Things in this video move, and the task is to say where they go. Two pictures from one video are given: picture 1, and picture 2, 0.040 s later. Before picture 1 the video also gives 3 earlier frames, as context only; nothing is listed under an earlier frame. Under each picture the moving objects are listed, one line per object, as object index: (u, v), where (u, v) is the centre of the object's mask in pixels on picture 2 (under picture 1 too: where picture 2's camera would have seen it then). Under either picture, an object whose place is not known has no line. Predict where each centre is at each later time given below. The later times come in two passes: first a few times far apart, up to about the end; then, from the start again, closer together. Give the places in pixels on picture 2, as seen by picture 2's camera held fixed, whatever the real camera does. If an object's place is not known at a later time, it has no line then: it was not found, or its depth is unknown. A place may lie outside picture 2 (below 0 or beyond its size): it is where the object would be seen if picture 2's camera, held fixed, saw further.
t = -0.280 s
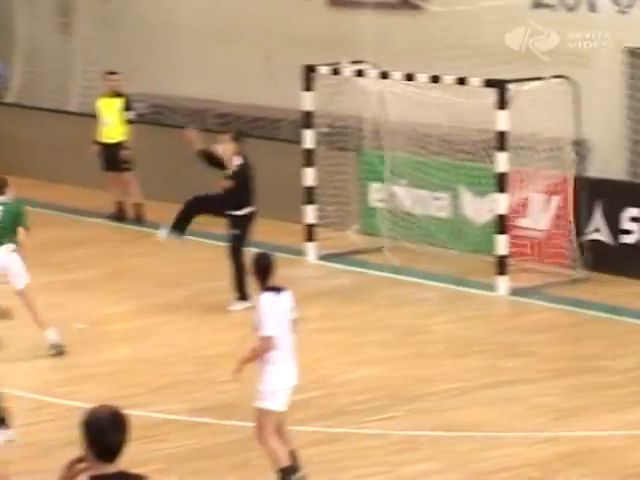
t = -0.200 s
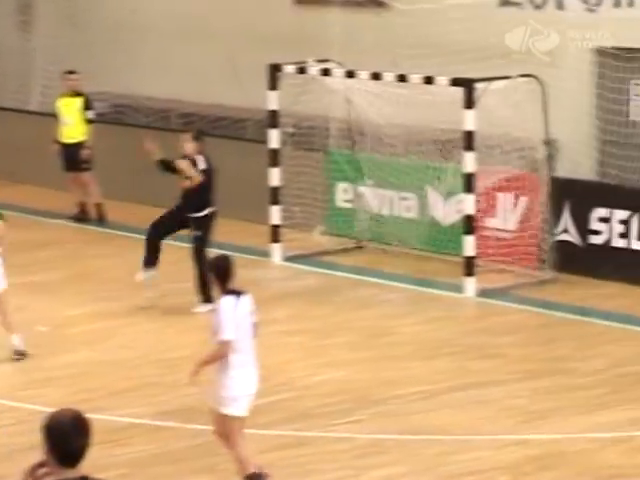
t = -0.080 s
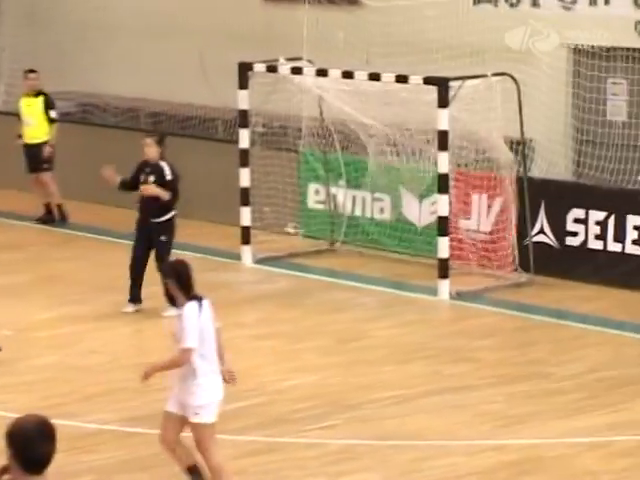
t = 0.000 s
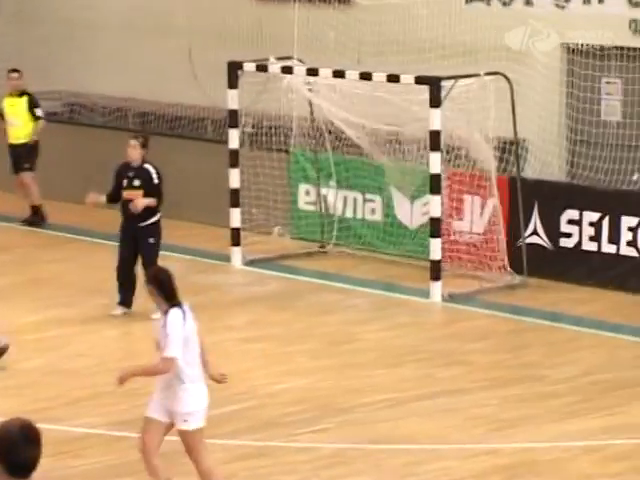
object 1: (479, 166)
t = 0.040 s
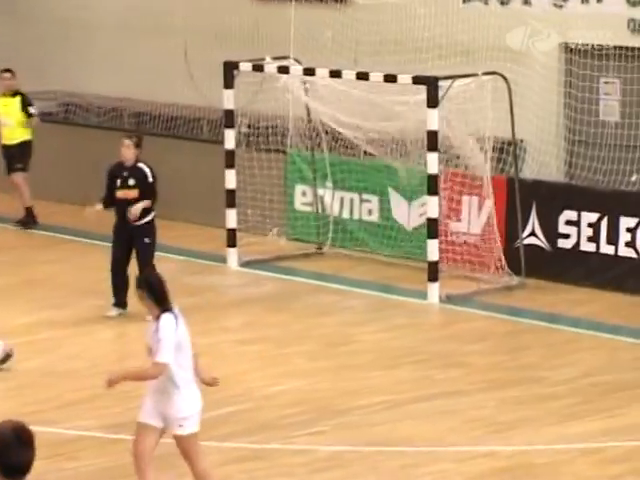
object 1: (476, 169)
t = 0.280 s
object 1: (425, 208)
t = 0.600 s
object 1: (418, 218)
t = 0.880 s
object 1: (420, 236)
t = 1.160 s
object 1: (408, 287)
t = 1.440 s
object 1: (376, 265)
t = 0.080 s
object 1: (471, 179)
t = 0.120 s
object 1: (466, 184)
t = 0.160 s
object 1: (457, 187)
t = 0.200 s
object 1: (448, 193)
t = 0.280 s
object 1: (425, 208)
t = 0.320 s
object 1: (422, 207)
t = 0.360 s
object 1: (422, 206)
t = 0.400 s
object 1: (421, 211)
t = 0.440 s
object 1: (419, 211)
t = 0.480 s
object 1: (419, 214)
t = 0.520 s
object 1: (417, 215)
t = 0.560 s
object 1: (417, 217)
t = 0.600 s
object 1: (418, 218)
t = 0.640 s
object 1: (418, 219)
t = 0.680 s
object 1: (417, 219)
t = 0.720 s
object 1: (418, 221)
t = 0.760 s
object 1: (418, 225)
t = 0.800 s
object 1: (419, 228)
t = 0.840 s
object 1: (420, 230)
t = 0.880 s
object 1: (420, 236)
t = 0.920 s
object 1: (421, 239)
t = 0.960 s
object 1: (421, 249)
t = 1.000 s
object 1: (422, 252)
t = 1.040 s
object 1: (418, 258)
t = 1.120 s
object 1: (411, 276)
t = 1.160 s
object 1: (408, 287)
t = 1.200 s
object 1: (404, 289)
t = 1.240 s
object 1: (399, 281)
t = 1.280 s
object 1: (395, 276)
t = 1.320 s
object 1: (390, 271)
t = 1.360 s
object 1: (384, 268)
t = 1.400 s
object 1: (381, 266)
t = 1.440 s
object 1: (376, 265)
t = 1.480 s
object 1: (371, 267)
